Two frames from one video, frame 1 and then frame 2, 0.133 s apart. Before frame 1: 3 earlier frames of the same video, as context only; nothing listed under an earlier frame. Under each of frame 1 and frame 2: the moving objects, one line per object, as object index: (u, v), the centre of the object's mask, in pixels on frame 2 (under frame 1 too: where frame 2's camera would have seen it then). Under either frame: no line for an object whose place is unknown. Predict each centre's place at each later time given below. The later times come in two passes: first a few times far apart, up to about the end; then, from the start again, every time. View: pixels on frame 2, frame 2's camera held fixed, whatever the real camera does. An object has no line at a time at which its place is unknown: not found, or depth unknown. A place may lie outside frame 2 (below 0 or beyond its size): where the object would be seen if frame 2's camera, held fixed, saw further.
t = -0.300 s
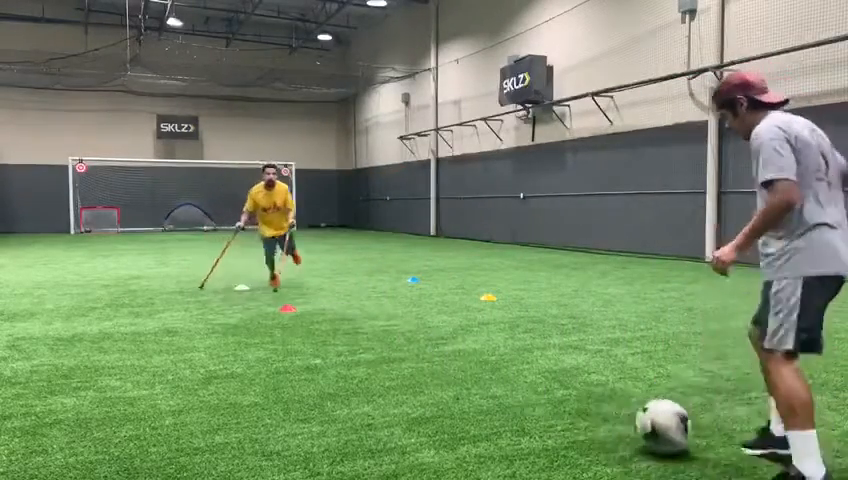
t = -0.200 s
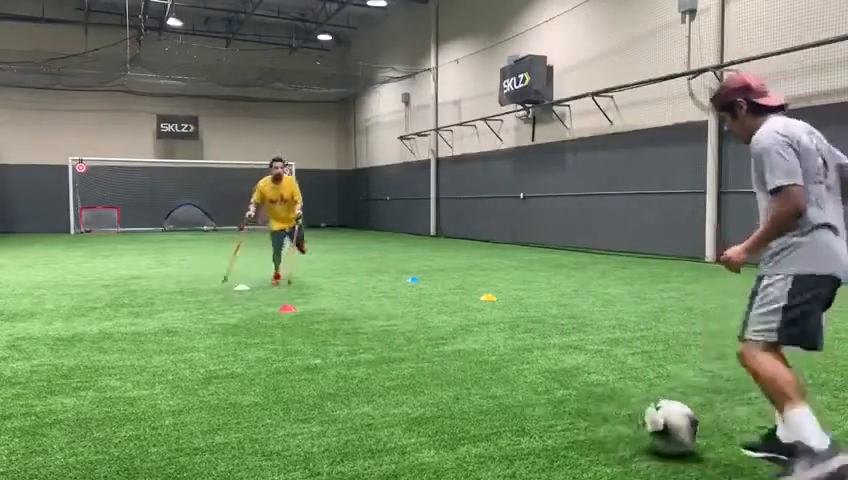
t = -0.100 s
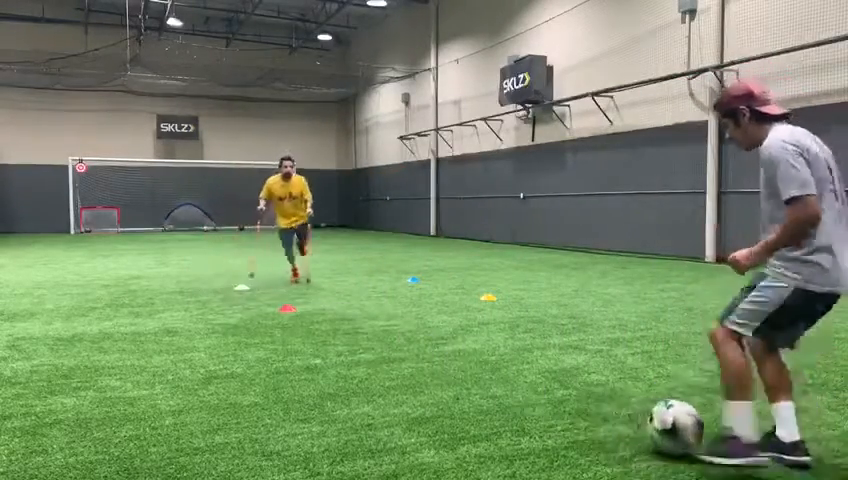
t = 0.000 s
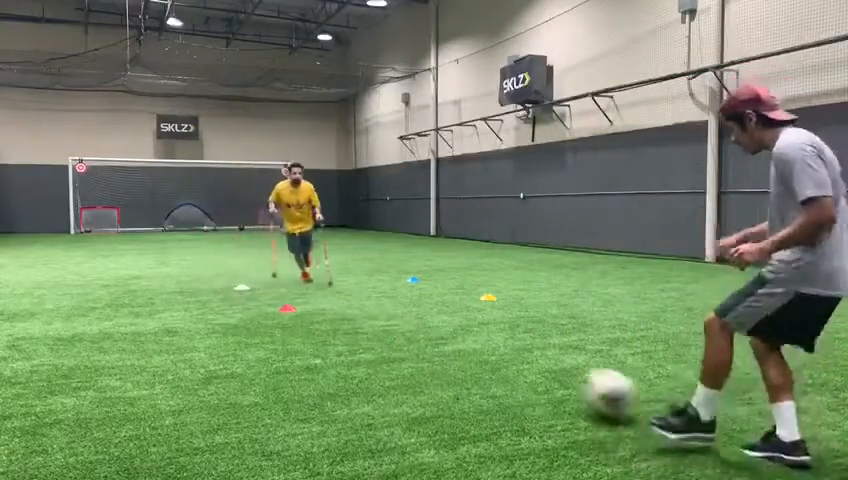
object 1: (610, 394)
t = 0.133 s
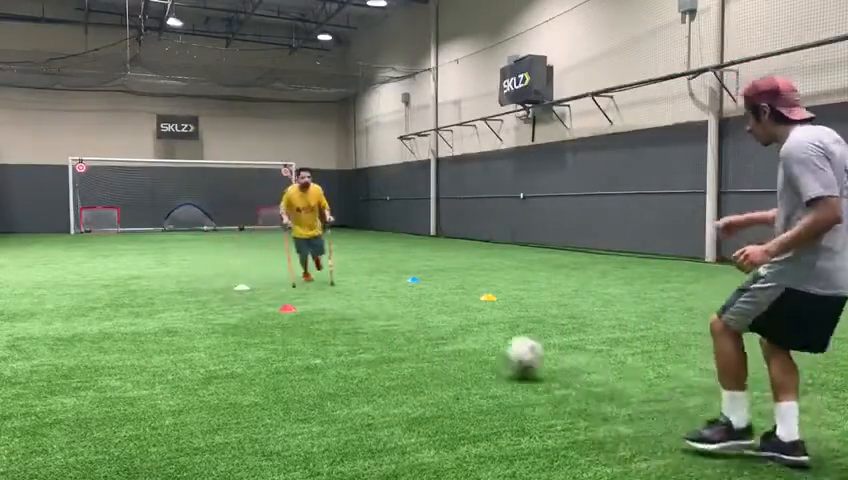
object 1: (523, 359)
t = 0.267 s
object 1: (475, 337)
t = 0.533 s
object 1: (420, 313)
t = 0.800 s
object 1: (387, 298)
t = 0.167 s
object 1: (510, 353)
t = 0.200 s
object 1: (496, 348)
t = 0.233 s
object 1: (485, 343)
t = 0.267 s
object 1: (475, 337)
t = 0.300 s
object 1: (466, 332)
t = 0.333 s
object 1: (456, 329)
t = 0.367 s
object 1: (450, 326)
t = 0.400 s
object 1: (443, 322)
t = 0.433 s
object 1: (437, 317)
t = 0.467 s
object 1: (431, 314)
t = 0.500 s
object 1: (426, 312)
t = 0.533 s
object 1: (420, 313)
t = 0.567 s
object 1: (415, 311)
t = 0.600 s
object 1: (411, 307)
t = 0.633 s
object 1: (407, 303)
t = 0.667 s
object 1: (403, 300)
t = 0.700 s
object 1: (399, 299)
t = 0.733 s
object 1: (395, 300)
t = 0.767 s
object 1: (392, 301)
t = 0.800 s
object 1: (387, 298)
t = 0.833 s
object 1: (384, 295)
